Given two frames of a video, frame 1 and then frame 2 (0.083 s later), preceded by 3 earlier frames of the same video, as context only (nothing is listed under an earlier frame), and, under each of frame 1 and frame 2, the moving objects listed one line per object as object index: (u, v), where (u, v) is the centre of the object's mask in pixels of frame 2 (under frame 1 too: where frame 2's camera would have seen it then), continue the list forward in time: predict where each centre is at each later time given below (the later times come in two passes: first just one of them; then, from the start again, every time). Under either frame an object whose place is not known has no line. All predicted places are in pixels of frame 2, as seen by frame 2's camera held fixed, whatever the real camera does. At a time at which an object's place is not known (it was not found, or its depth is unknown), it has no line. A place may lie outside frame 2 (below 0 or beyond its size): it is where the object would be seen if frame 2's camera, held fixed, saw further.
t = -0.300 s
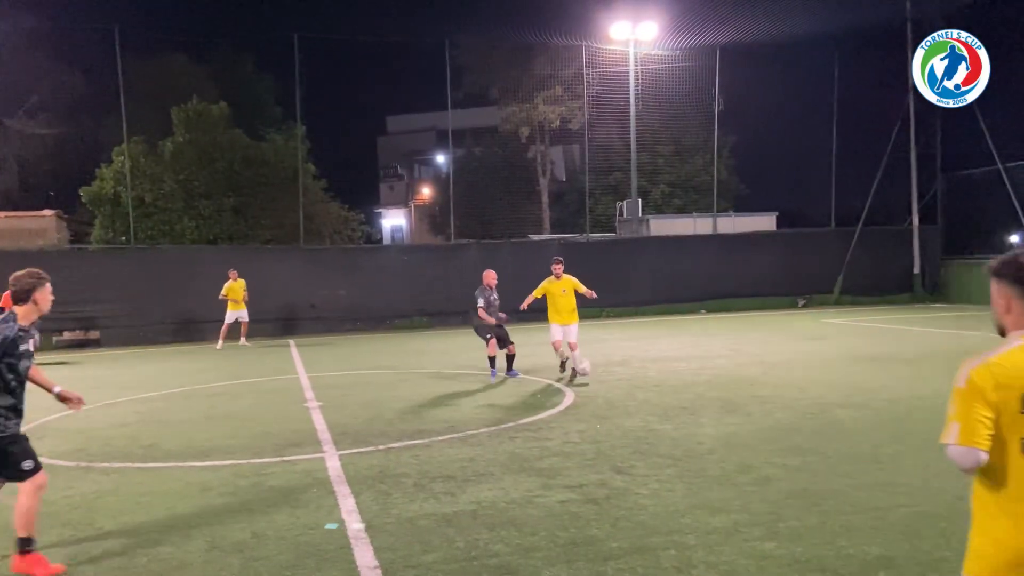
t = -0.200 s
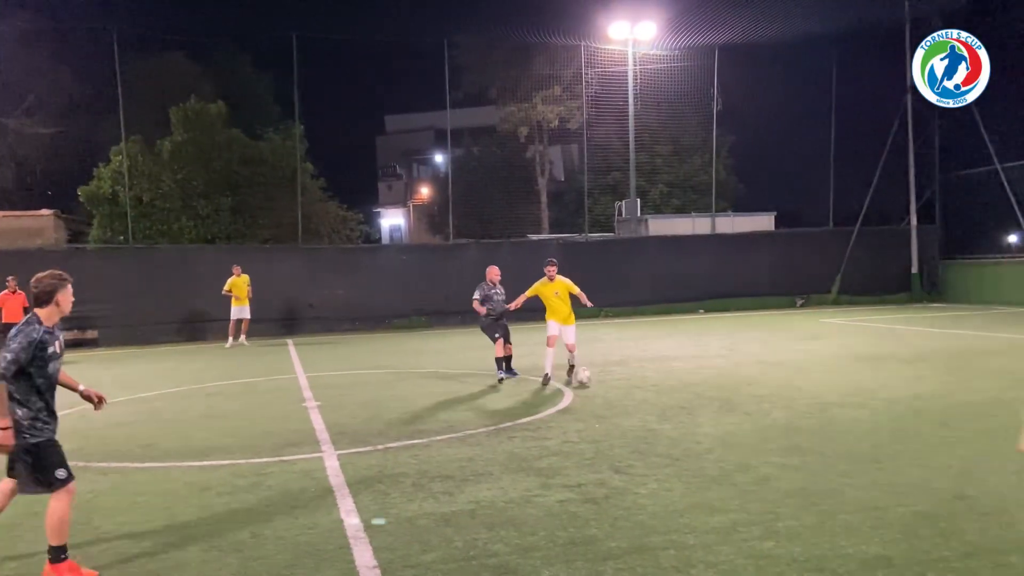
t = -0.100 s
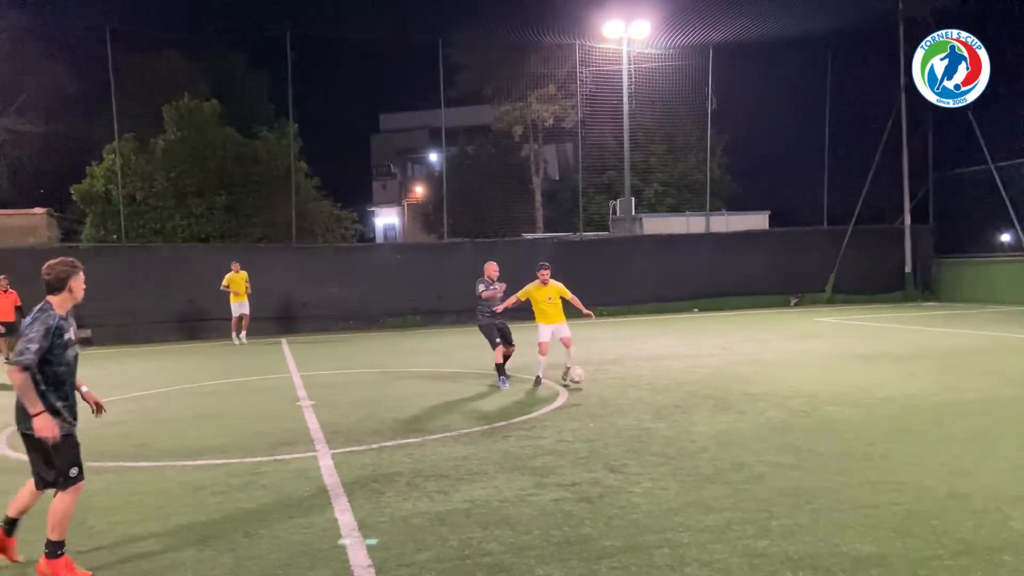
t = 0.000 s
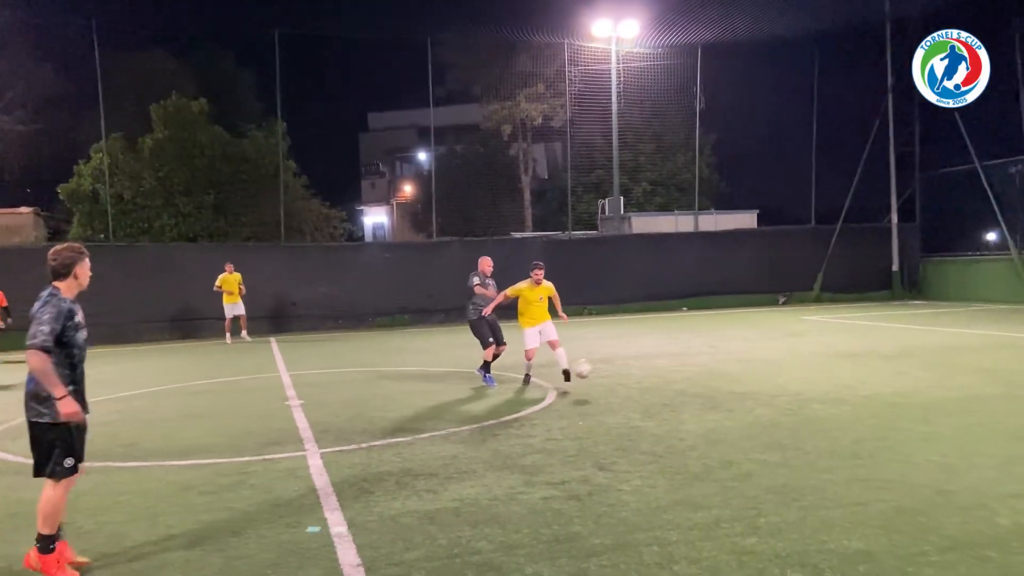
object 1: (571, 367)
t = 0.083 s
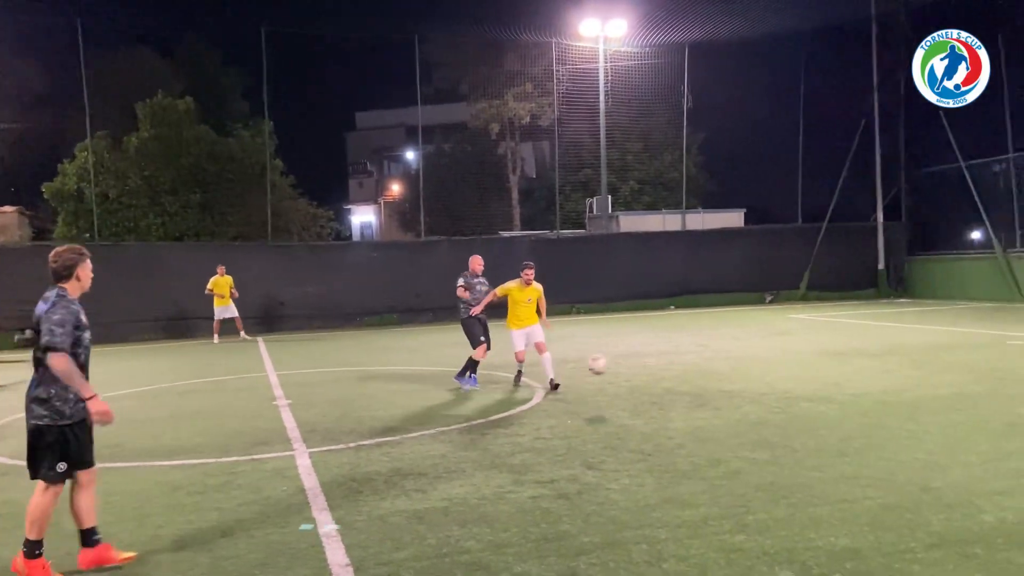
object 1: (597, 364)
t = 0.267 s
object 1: (683, 380)
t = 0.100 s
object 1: (604, 365)
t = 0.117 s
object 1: (611, 364)
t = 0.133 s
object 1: (617, 365)
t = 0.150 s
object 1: (625, 366)
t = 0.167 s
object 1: (631, 366)
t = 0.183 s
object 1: (639, 368)
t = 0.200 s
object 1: (646, 370)
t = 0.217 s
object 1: (655, 372)
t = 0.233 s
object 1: (663, 374)
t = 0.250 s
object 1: (672, 377)
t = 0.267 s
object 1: (683, 380)
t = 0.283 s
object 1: (693, 385)
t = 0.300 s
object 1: (704, 388)
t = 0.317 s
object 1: (715, 393)
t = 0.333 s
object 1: (726, 397)
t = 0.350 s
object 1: (738, 403)
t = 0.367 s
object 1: (752, 410)
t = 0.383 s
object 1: (766, 415)
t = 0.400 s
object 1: (780, 424)
